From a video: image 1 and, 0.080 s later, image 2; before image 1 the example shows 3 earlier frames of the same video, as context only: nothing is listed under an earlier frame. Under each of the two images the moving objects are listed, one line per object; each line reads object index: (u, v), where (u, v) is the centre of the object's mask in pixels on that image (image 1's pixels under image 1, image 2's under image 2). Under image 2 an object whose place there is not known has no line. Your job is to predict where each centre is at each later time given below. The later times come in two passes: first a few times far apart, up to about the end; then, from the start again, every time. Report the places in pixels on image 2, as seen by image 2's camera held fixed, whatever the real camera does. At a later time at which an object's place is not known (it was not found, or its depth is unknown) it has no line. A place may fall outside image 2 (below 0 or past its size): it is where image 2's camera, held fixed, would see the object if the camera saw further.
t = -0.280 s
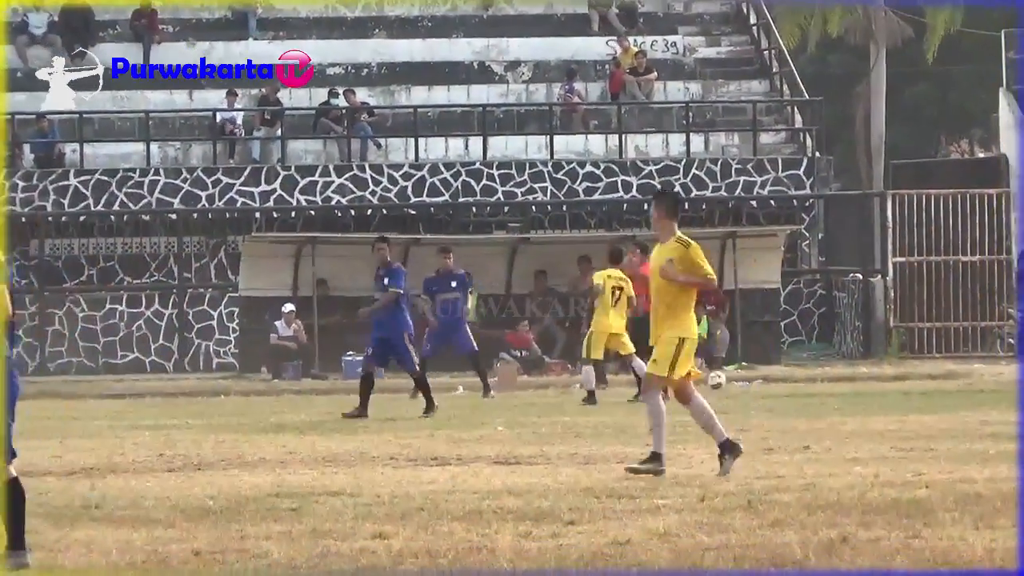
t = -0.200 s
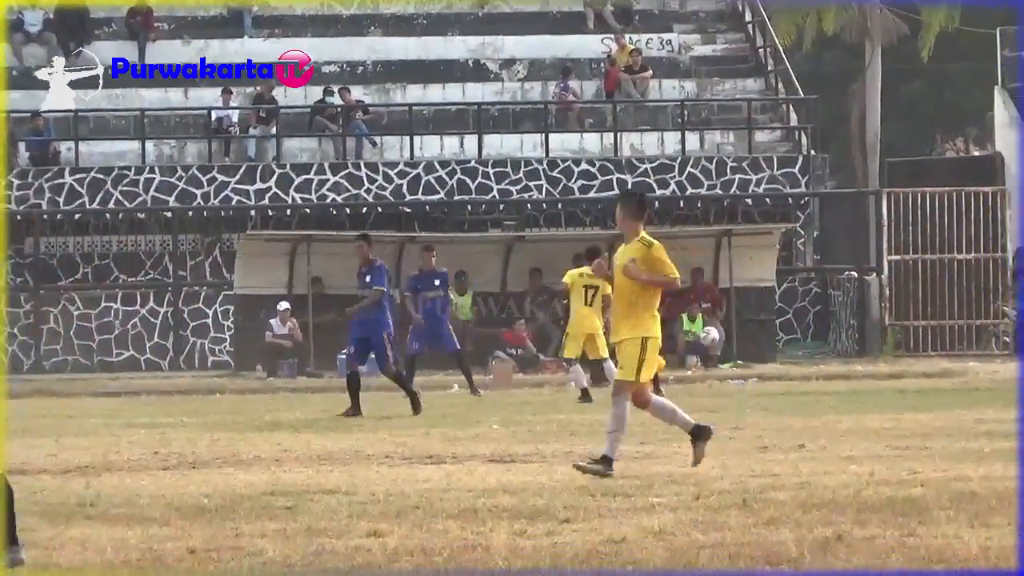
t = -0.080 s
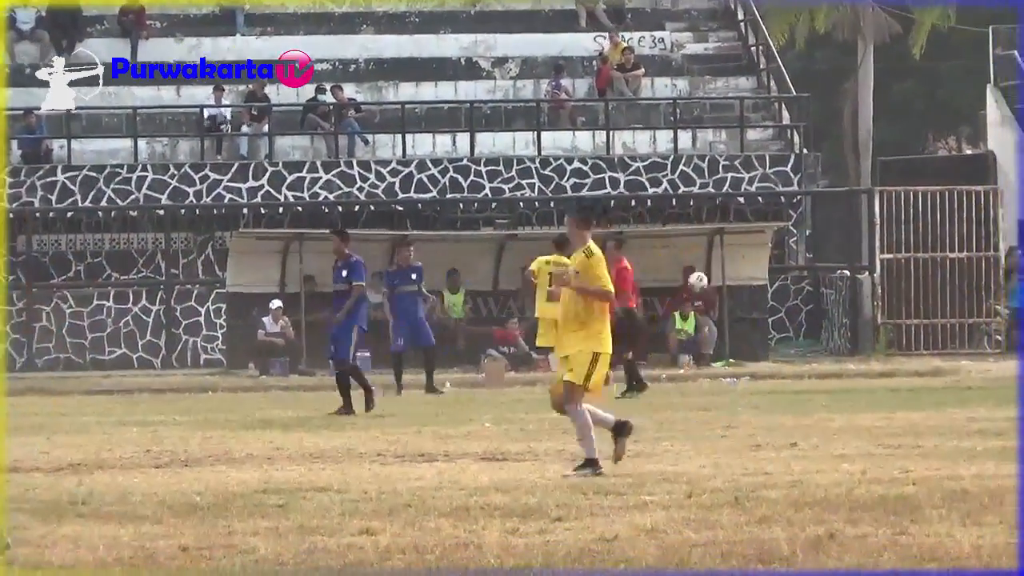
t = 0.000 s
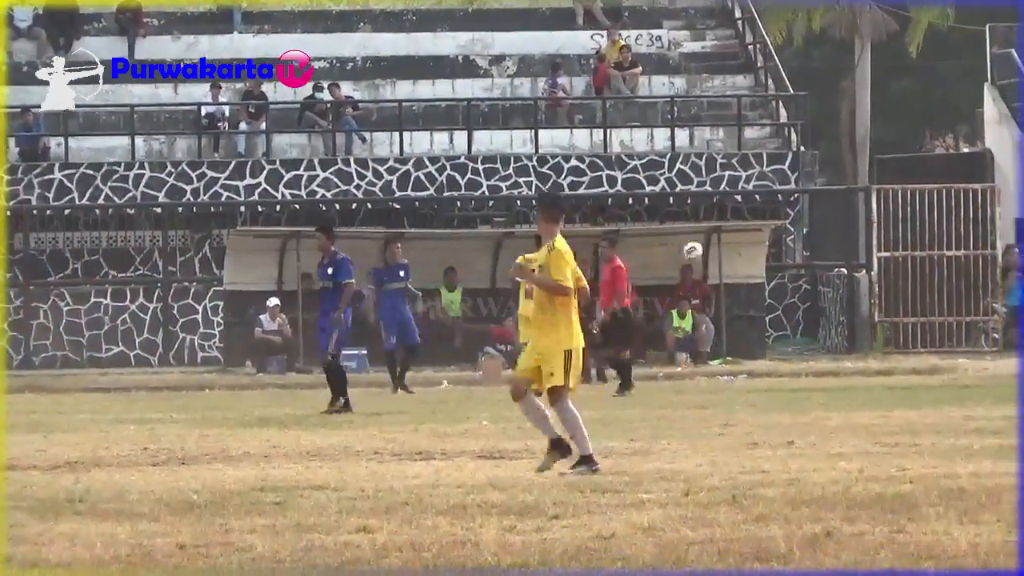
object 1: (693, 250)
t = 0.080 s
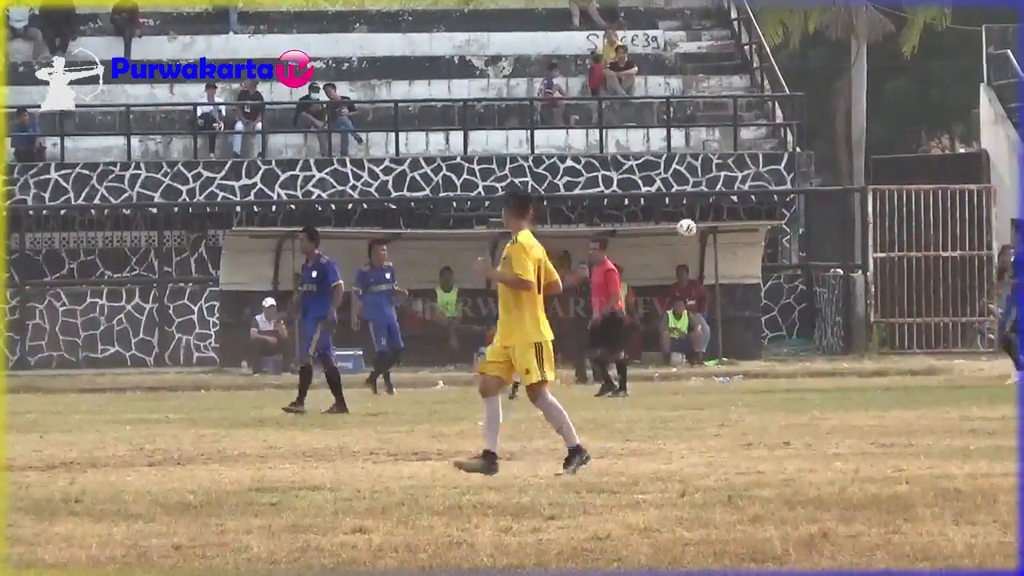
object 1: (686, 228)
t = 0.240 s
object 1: (681, 199)
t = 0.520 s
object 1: (673, 203)
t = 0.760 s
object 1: (667, 262)
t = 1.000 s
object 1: (661, 374)
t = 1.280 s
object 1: (657, 294)
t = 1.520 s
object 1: (656, 264)
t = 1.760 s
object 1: (654, 292)
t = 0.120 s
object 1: (685, 218)
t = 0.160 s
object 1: (684, 212)
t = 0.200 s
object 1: (682, 205)
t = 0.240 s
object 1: (681, 199)
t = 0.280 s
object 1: (680, 196)
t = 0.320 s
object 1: (679, 194)
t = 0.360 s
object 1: (678, 193)
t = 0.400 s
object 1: (677, 194)
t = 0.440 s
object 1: (676, 195)
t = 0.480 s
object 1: (675, 197)
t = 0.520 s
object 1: (673, 203)
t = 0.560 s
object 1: (672, 209)
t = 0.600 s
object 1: (672, 216)
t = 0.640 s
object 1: (671, 226)
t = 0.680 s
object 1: (669, 235)
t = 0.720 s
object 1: (669, 247)
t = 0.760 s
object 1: (667, 262)
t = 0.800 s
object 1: (666, 277)
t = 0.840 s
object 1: (665, 294)
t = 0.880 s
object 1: (664, 312)
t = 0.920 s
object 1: (662, 331)
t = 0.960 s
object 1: (662, 350)
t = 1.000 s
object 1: (661, 374)
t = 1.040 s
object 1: (661, 372)
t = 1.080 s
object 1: (660, 356)
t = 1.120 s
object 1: (659, 341)
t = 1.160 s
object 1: (658, 326)
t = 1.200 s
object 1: (658, 314)
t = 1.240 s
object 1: (658, 303)
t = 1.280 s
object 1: (657, 294)
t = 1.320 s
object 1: (657, 285)
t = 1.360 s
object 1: (657, 278)
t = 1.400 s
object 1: (657, 273)
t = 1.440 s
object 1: (657, 268)
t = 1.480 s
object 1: (656, 267)
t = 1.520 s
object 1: (656, 264)
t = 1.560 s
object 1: (655, 266)
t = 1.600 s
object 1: (655, 268)
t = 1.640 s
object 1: (655, 272)
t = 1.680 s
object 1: (654, 277)
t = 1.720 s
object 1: (654, 284)
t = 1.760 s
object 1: (654, 292)
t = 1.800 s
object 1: (653, 302)
